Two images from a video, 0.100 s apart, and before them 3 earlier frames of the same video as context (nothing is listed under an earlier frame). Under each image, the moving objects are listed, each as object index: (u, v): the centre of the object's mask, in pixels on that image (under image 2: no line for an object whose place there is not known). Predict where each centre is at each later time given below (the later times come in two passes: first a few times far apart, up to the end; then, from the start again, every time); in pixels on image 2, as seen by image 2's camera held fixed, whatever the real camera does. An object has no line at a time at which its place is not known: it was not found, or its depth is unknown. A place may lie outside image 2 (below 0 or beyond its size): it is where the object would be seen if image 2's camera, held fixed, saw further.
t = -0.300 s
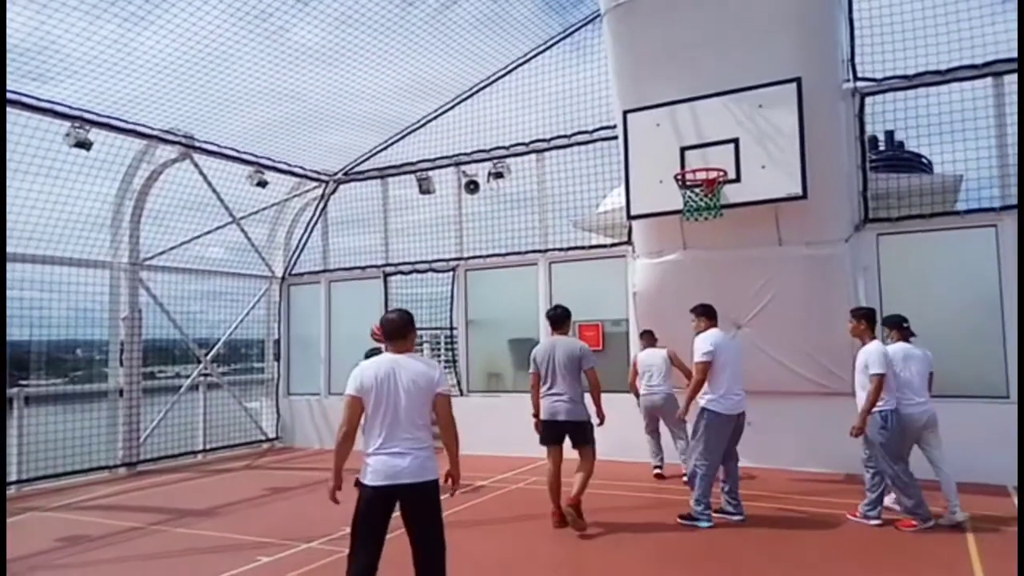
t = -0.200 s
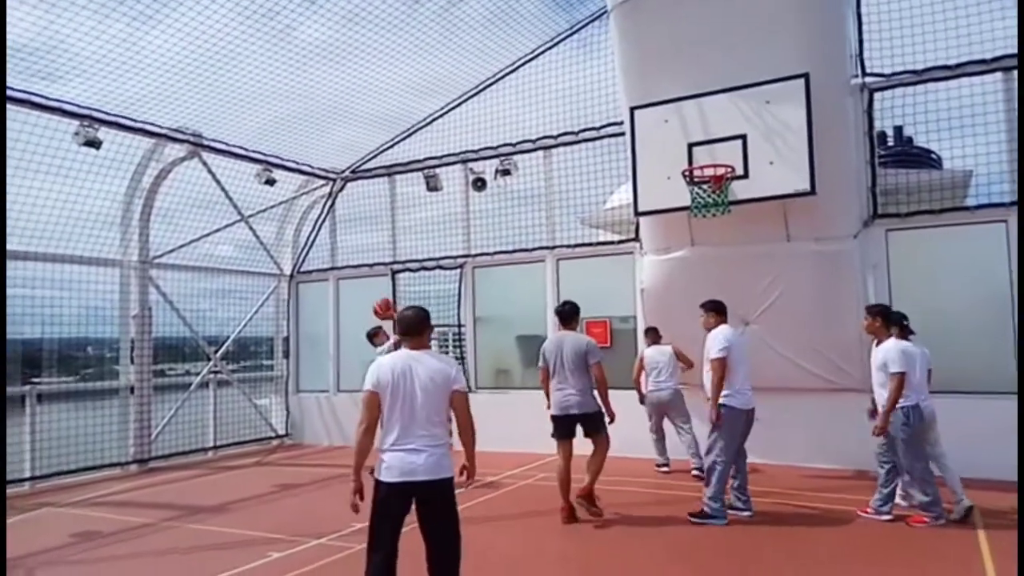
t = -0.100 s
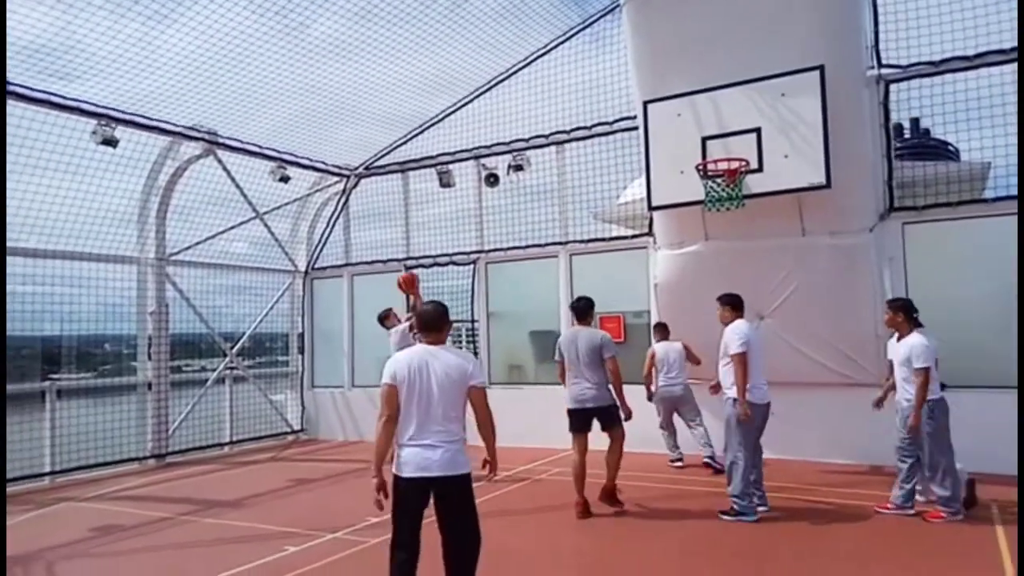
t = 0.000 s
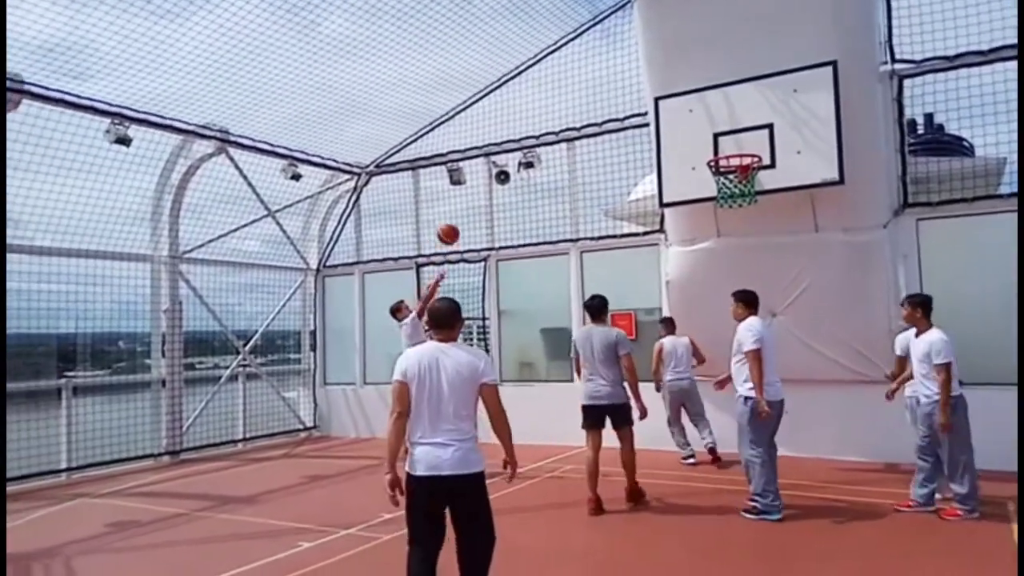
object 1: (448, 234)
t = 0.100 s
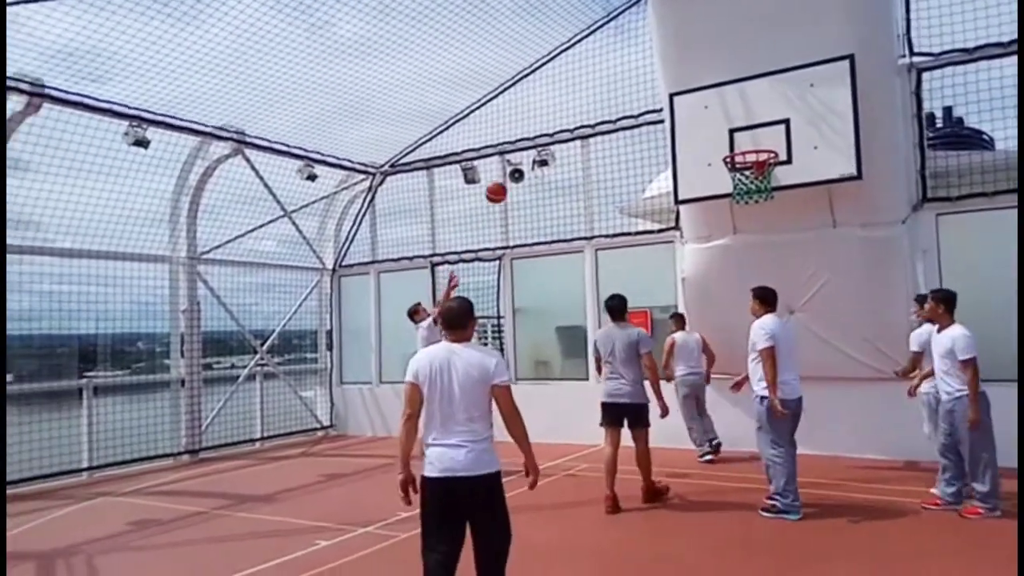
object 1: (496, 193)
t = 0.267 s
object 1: (553, 142)
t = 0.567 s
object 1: (664, 117)
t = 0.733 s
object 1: (728, 141)
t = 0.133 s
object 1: (507, 181)
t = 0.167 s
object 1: (518, 171)
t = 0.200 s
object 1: (529, 159)
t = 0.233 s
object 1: (541, 151)
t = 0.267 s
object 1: (553, 142)
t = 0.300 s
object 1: (564, 135)
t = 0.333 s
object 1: (577, 129)
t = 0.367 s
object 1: (588, 124)
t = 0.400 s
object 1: (601, 120)
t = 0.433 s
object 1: (613, 117)
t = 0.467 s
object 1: (626, 116)
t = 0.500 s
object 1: (639, 115)
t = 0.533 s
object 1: (652, 115)
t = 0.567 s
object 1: (664, 117)
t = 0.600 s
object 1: (676, 119)
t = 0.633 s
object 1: (689, 123)
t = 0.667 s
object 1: (701, 128)
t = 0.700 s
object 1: (715, 134)
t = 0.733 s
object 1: (728, 141)
